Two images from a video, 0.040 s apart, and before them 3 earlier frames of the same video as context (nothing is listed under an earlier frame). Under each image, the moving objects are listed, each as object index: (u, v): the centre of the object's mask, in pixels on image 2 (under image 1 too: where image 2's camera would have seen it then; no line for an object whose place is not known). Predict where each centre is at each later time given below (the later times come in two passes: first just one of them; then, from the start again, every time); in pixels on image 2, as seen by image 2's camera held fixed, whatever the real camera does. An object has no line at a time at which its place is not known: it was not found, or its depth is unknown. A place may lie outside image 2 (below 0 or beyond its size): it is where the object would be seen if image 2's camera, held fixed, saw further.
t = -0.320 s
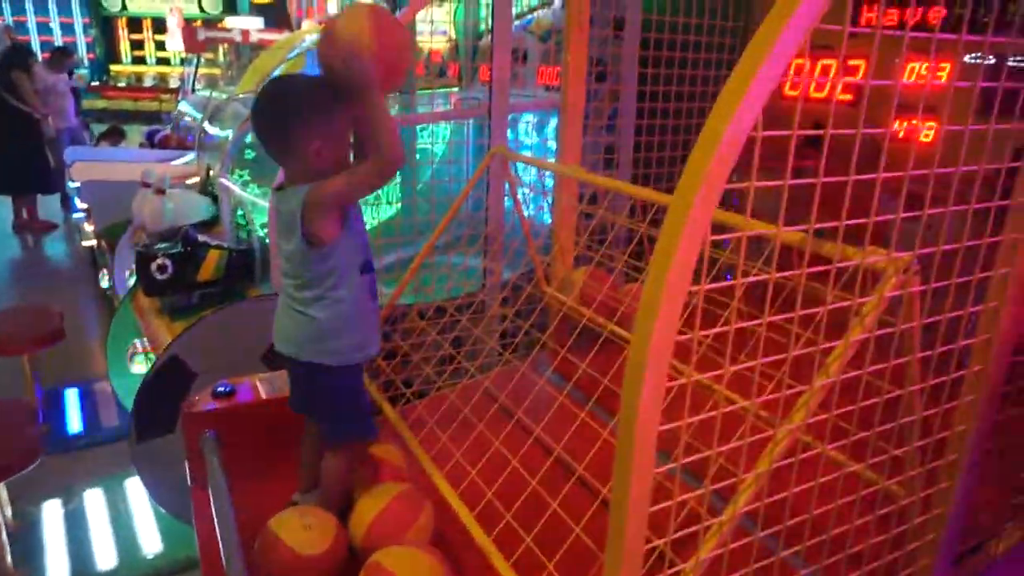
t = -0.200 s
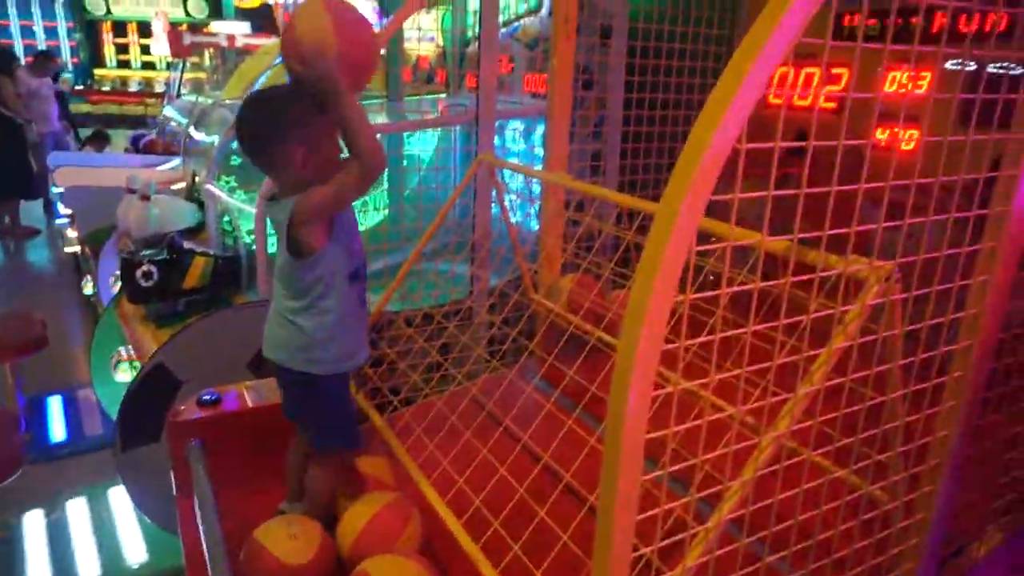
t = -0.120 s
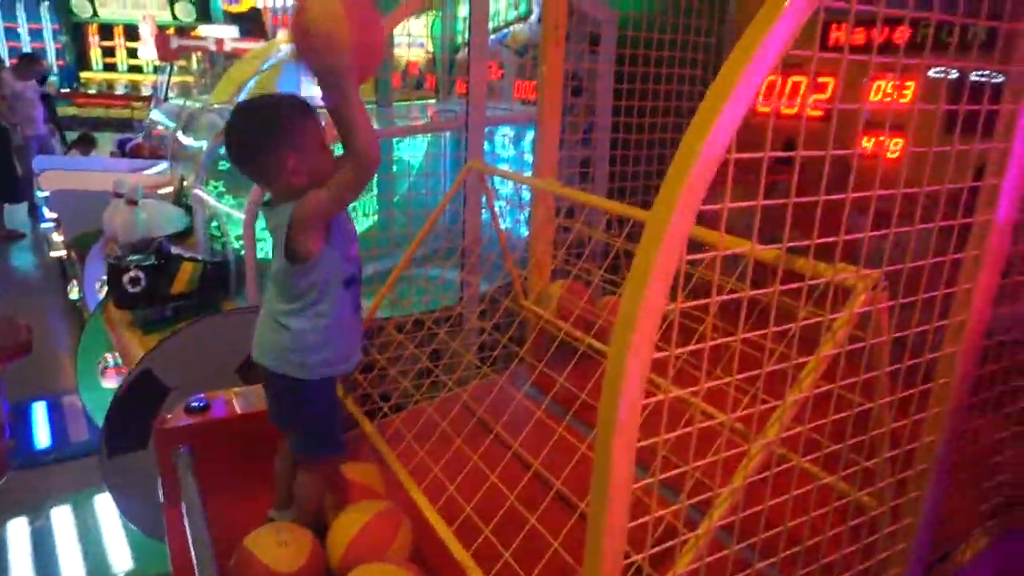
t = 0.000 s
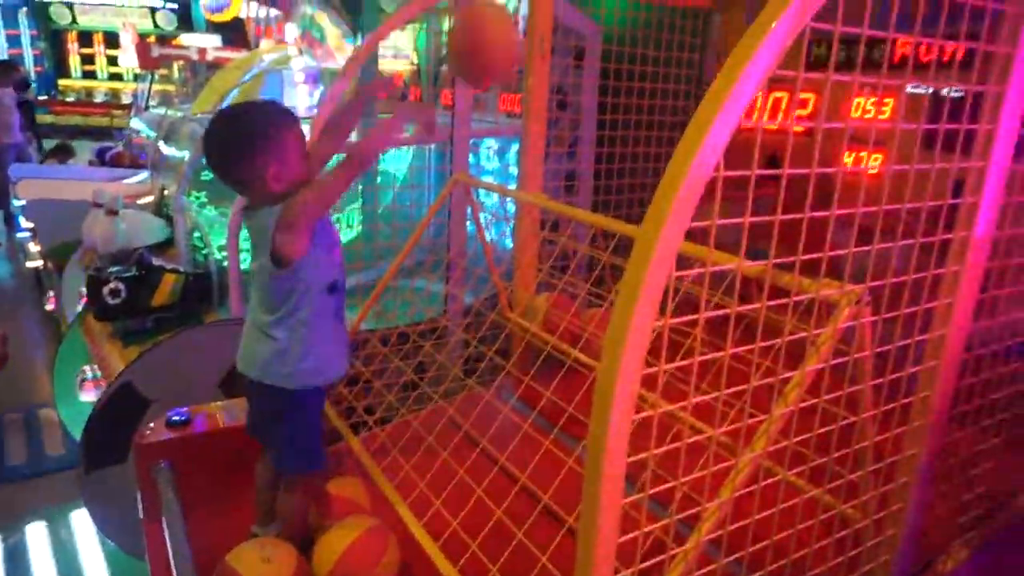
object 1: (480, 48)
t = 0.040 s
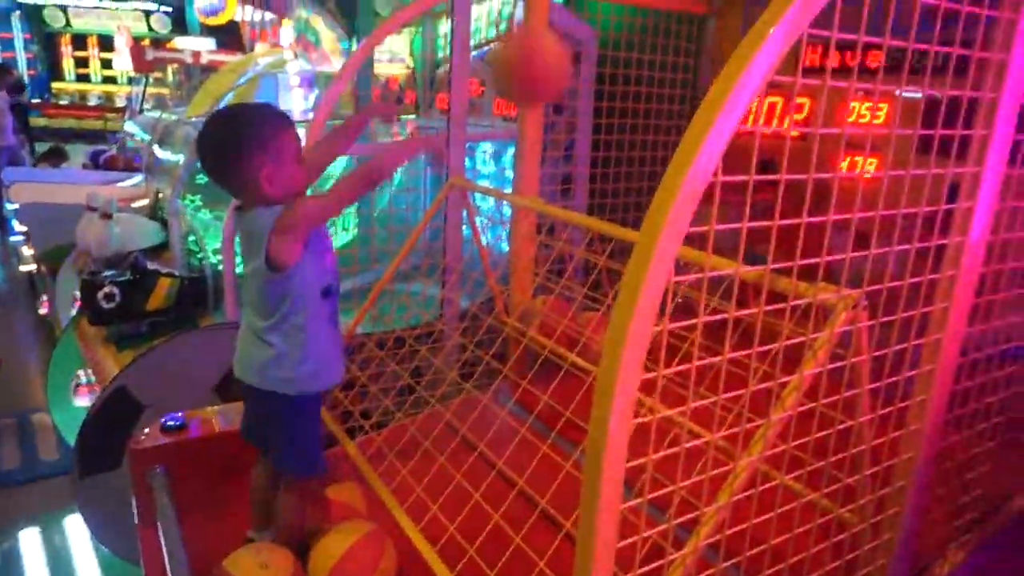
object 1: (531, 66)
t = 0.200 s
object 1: (665, 170)
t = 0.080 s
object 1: (577, 87)
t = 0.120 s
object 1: (615, 114)
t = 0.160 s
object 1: (650, 144)
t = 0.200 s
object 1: (665, 170)
